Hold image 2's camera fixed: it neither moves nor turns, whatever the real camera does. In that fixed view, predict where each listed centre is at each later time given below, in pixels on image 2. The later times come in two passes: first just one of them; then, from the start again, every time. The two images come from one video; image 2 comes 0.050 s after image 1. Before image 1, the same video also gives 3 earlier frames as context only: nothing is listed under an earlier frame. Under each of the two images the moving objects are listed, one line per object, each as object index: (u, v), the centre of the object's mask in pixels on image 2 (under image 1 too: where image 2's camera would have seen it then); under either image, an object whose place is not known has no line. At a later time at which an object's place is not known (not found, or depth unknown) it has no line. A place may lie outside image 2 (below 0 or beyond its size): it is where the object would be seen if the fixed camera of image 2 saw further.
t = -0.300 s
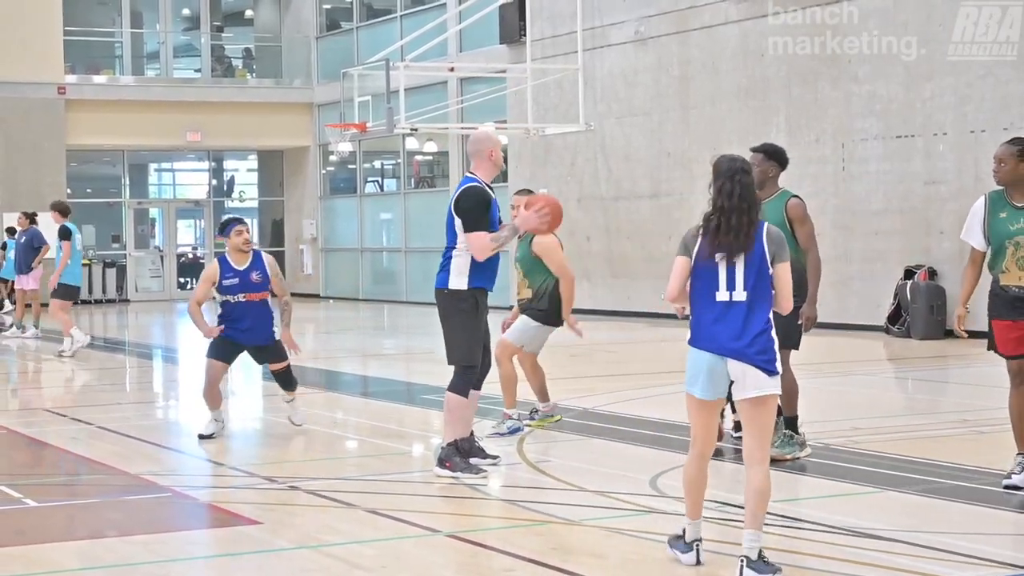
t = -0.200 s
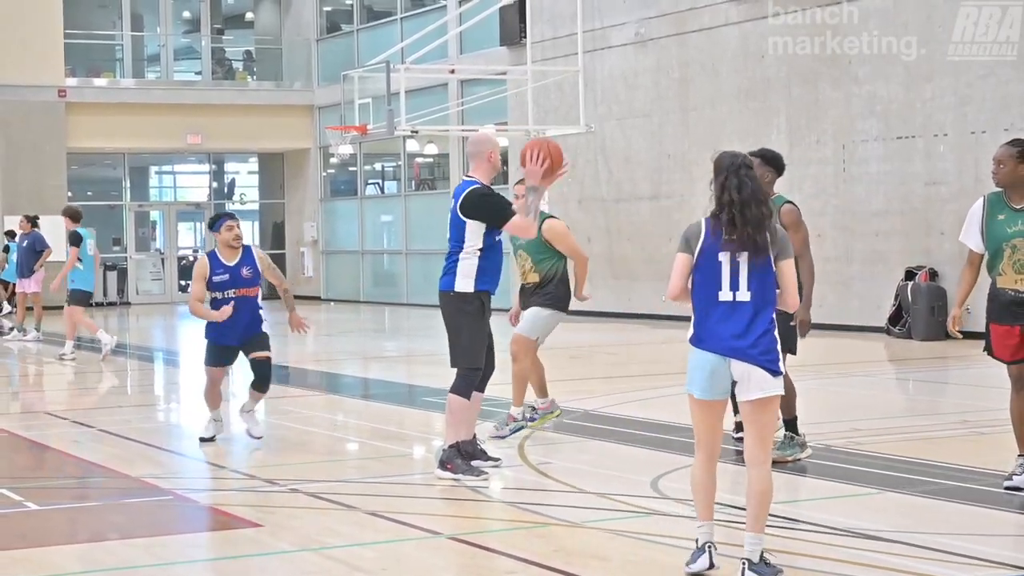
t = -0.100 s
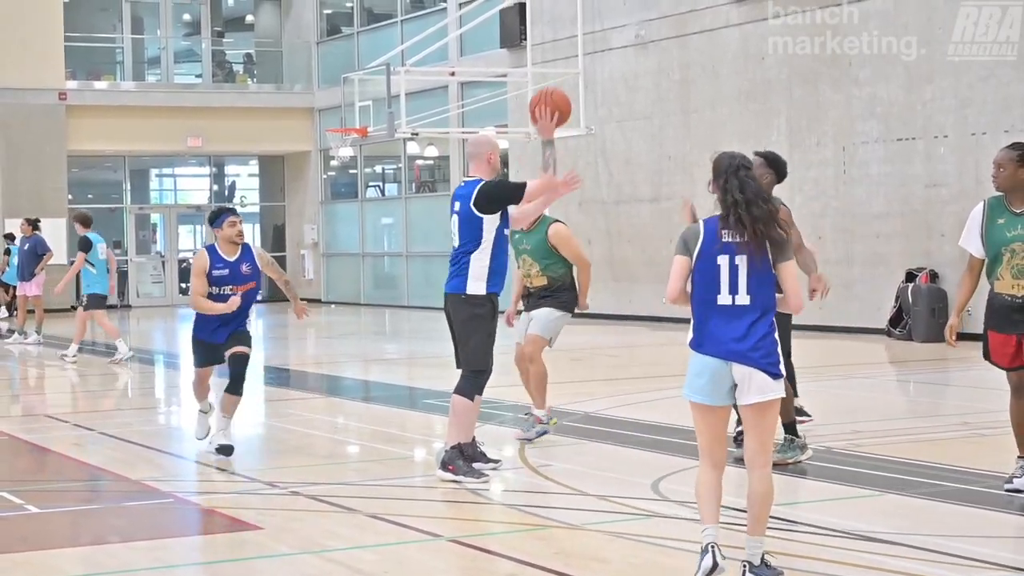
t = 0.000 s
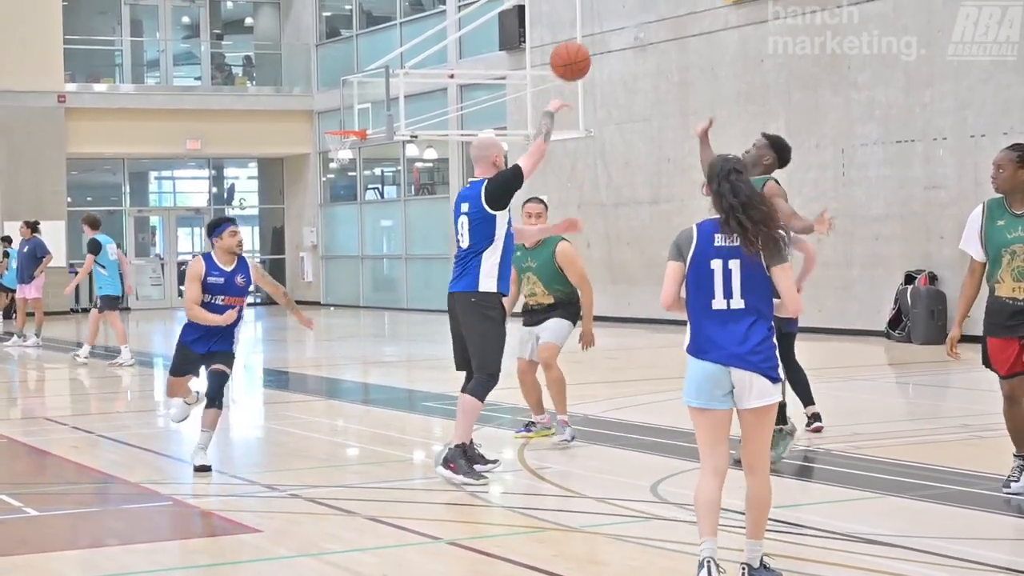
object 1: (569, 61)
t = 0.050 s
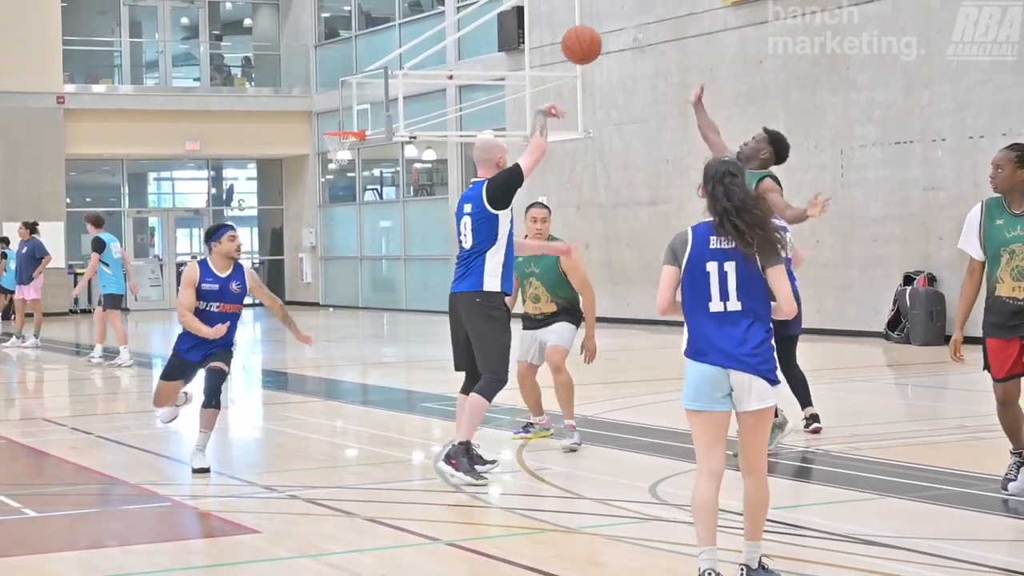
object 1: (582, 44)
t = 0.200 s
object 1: (617, 20)
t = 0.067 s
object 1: (586, 40)
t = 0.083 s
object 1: (589, 36)
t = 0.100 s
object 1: (594, 32)
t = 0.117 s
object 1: (597, 29)
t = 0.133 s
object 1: (601, 26)
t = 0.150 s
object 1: (605, 24)
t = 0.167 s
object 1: (609, 22)
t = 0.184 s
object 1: (613, 21)
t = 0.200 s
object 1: (617, 20)
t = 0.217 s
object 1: (620, 20)
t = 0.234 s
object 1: (624, 20)
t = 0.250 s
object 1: (627, 20)
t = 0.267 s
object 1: (631, 21)
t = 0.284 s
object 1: (634, 22)
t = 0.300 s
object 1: (638, 24)
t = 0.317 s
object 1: (641, 26)
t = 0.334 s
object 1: (644, 28)
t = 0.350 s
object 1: (647, 31)
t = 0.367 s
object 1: (651, 35)
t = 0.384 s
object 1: (654, 38)
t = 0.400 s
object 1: (657, 42)
